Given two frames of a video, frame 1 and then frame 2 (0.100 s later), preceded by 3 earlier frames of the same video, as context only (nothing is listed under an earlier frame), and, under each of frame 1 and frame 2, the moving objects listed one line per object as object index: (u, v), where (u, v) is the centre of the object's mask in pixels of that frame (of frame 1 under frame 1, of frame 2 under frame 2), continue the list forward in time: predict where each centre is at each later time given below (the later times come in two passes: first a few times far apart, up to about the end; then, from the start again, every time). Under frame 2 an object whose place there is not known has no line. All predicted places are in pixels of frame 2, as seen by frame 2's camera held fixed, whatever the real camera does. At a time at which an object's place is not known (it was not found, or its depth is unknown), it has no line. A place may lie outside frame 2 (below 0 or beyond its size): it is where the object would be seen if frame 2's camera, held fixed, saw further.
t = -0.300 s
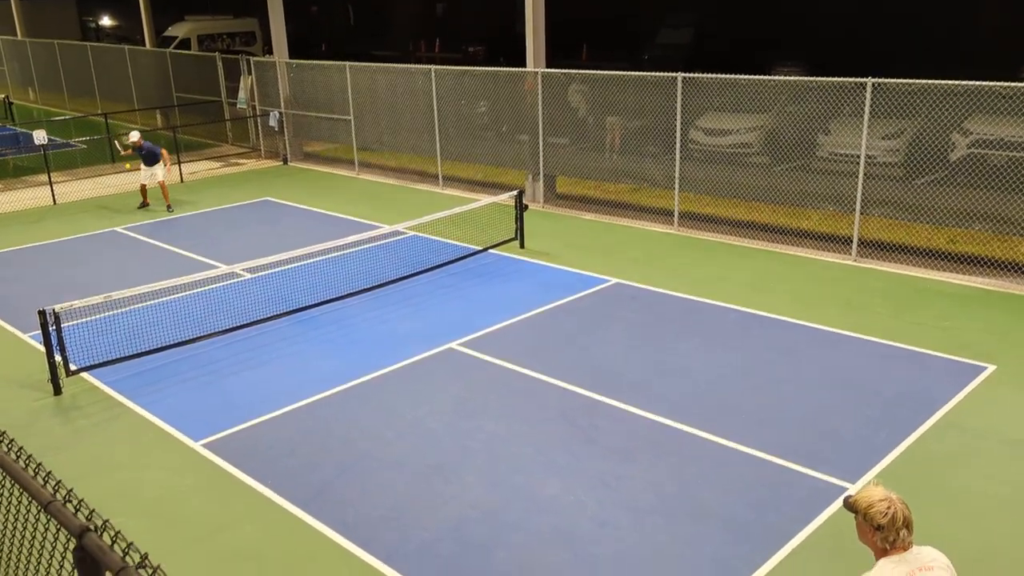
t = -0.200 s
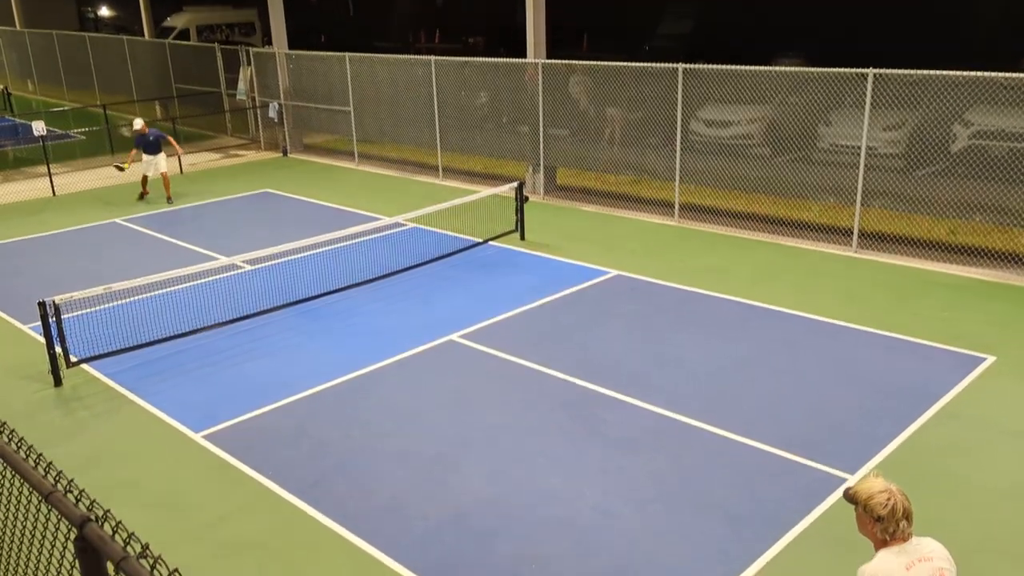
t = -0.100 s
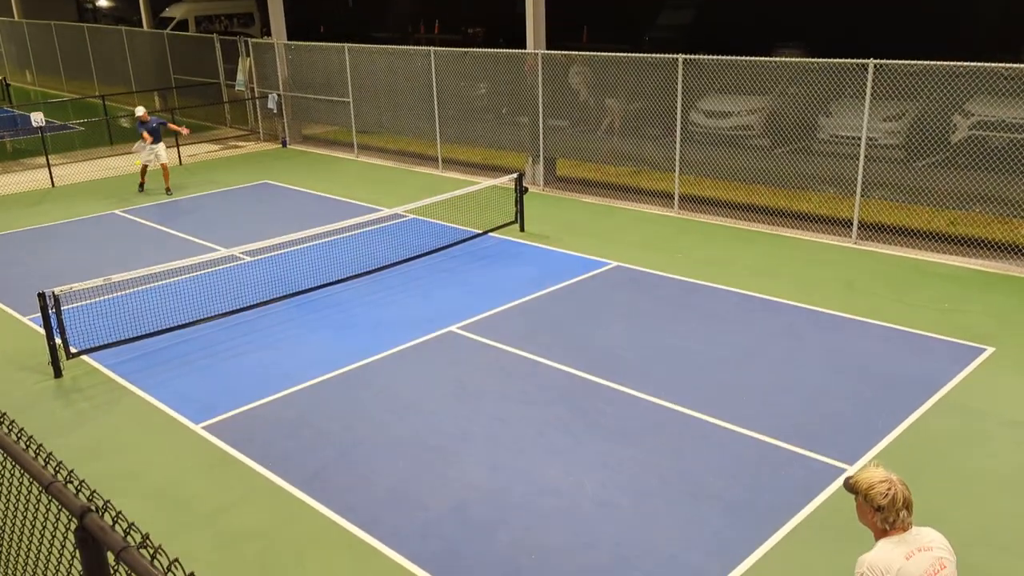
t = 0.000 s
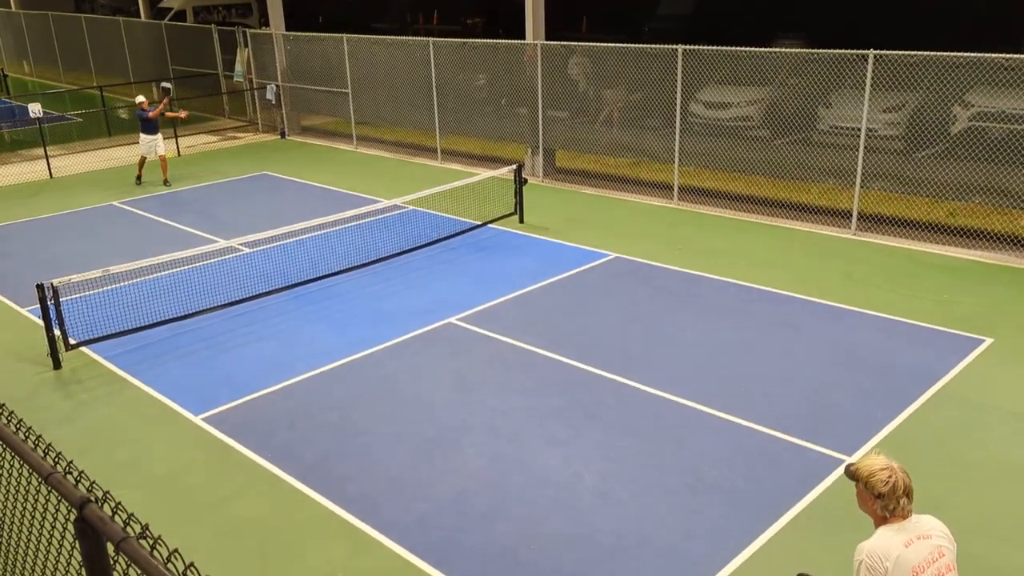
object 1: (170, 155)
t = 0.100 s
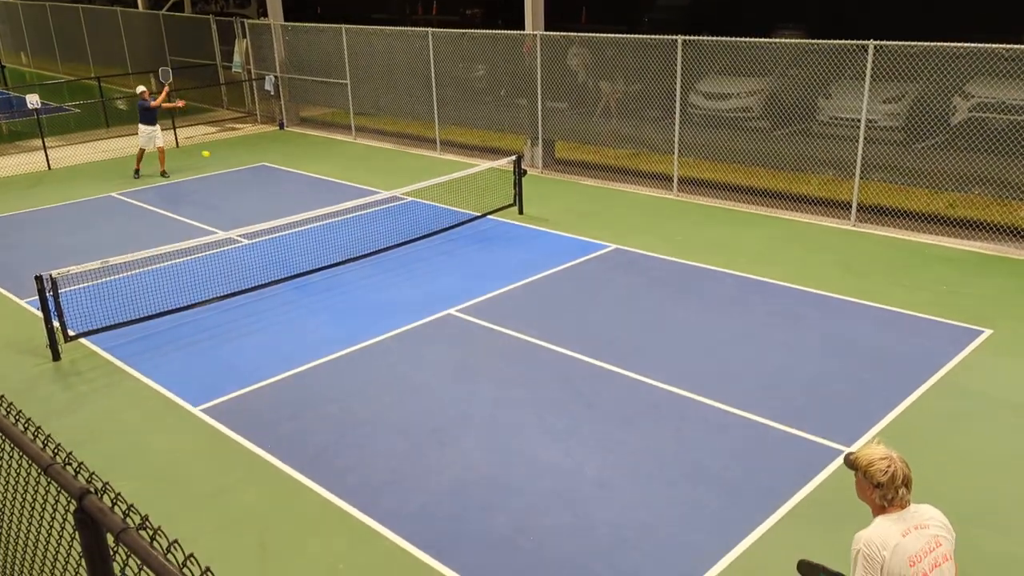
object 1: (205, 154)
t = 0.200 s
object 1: (248, 172)
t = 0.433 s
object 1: (374, 269)
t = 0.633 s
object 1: (525, 442)
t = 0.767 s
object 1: (615, 480)
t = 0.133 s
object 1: (219, 159)
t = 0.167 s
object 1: (233, 165)
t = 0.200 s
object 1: (248, 172)
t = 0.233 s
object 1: (263, 181)
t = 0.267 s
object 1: (280, 191)
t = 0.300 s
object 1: (296, 203)
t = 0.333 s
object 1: (315, 217)
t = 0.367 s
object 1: (333, 232)
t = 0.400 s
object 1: (353, 249)
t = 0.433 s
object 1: (374, 269)
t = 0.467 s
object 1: (397, 291)
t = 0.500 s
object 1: (420, 316)
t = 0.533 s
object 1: (445, 343)
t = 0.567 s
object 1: (470, 372)
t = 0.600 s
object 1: (496, 405)
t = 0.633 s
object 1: (525, 442)
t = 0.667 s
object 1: (549, 462)
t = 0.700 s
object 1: (570, 466)
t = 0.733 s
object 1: (592, 472)
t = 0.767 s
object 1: (615, 480)
